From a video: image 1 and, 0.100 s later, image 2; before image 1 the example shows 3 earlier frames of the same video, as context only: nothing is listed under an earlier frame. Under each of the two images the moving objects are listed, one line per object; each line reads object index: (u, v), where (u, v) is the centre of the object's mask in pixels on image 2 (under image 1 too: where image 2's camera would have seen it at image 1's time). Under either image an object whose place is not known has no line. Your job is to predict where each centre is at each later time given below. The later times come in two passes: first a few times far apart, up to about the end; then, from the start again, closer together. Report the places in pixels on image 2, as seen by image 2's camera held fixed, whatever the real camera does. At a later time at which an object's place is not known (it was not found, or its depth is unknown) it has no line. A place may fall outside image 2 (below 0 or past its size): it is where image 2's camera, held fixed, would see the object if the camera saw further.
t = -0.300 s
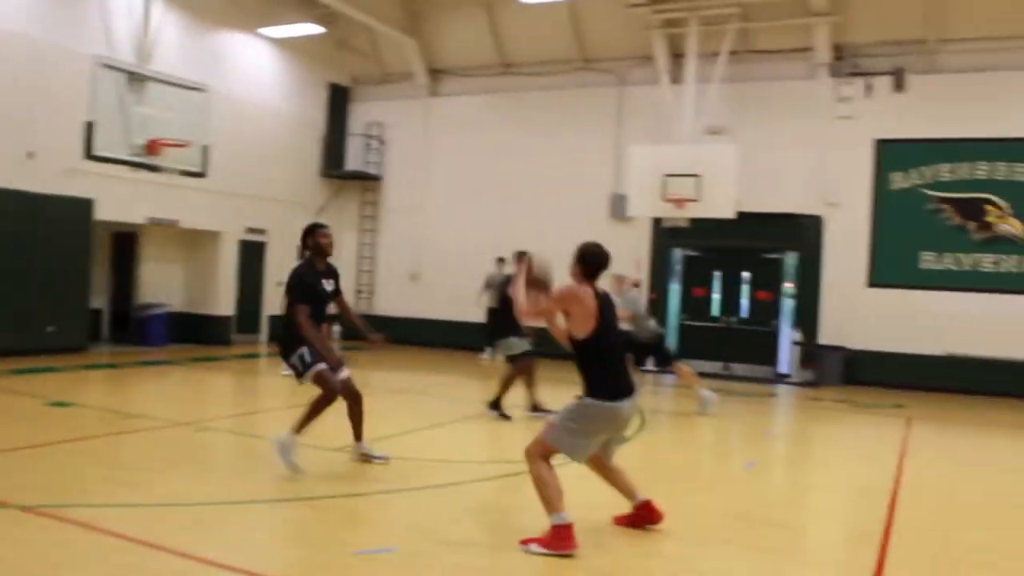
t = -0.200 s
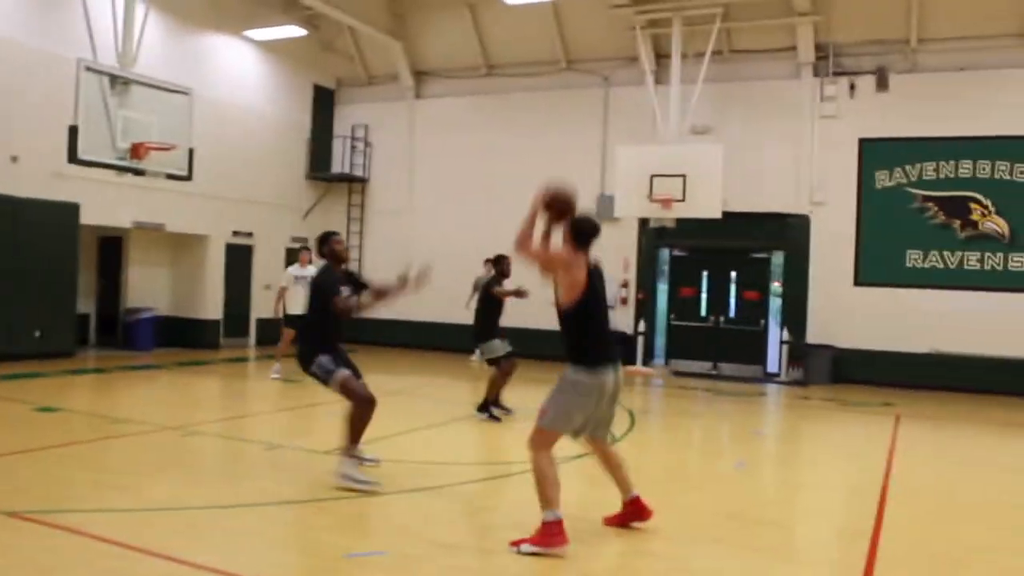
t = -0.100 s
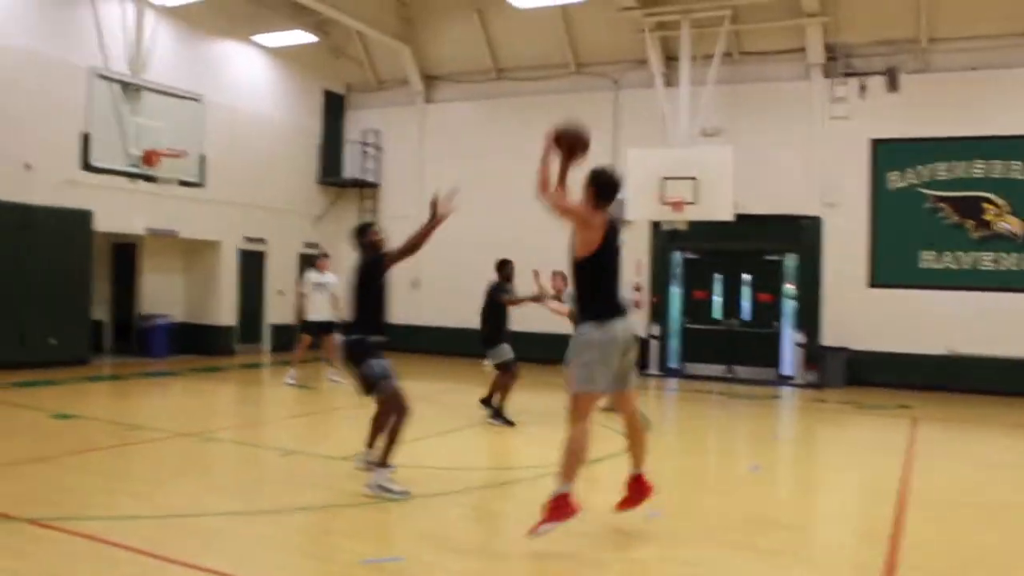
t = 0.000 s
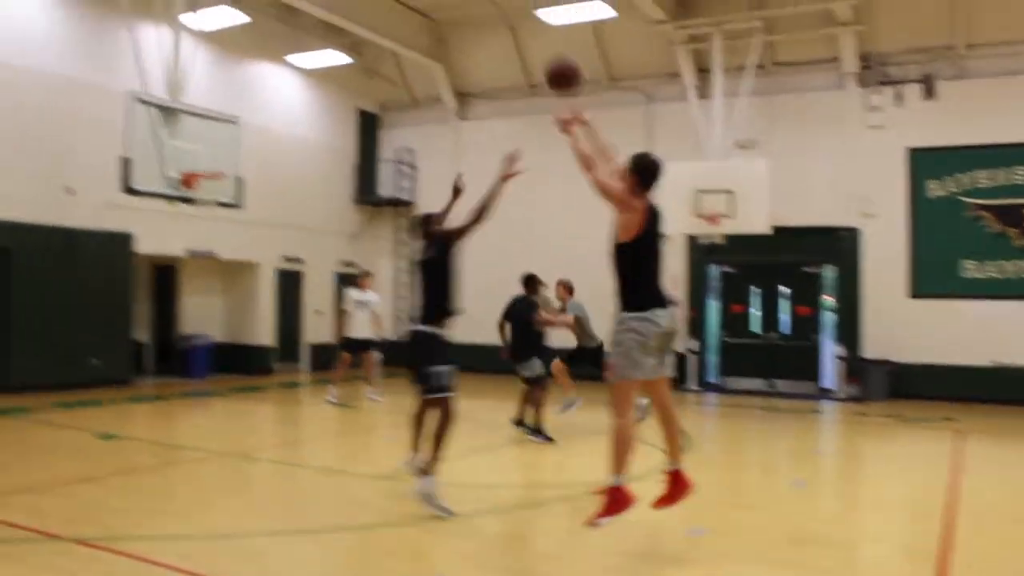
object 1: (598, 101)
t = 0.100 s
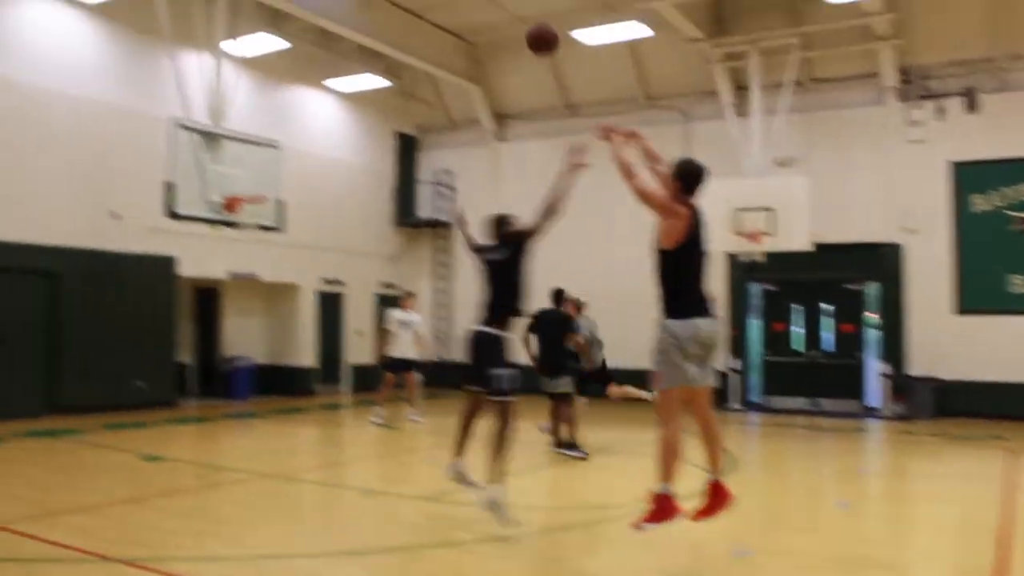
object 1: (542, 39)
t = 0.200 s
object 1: (494, 1)
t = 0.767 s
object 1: (319, 31)
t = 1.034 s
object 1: (267, 126)
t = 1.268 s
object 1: (241, 229)
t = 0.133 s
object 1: (525, 24)
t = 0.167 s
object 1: (509, 11)
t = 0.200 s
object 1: (494, 1)
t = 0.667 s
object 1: (343, 1)
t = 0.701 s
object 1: (335, 9)
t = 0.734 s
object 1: (327, 17)
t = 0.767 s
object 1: (319, 31)
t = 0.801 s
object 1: (313, 40)
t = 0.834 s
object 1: (306, 51)
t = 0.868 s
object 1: (299, 62)
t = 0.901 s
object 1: (292, 74)
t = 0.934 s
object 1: (285, 86)
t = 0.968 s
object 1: (279, 99)
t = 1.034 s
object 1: (267, 126)
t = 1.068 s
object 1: (261, 141)
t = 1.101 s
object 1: (255, 157)
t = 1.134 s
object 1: (250, 172)
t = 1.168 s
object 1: (244, 187)
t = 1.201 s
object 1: (238, 206)
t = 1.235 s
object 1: (241, 220)
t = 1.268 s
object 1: (241, 229)
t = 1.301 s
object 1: (243, 241)
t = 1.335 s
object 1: (245, 252)
